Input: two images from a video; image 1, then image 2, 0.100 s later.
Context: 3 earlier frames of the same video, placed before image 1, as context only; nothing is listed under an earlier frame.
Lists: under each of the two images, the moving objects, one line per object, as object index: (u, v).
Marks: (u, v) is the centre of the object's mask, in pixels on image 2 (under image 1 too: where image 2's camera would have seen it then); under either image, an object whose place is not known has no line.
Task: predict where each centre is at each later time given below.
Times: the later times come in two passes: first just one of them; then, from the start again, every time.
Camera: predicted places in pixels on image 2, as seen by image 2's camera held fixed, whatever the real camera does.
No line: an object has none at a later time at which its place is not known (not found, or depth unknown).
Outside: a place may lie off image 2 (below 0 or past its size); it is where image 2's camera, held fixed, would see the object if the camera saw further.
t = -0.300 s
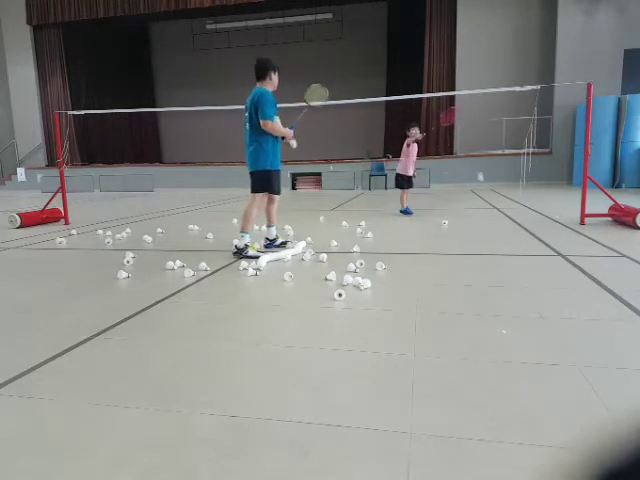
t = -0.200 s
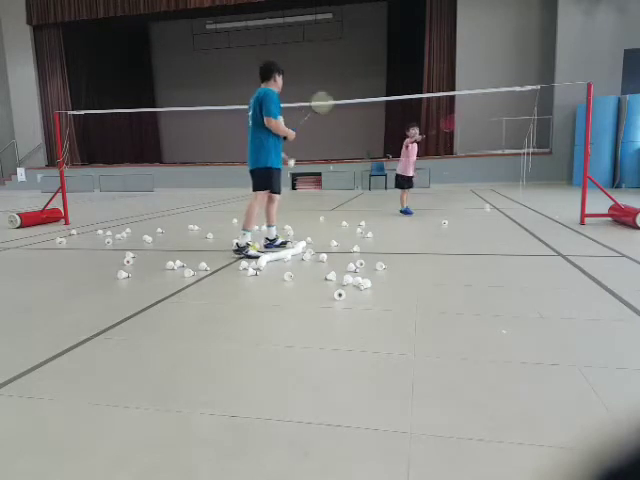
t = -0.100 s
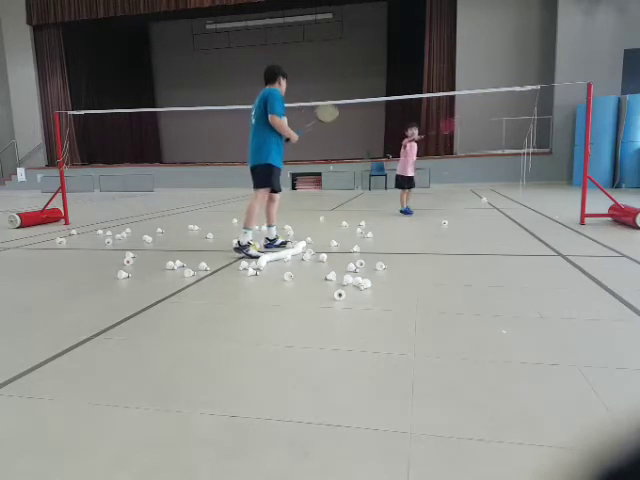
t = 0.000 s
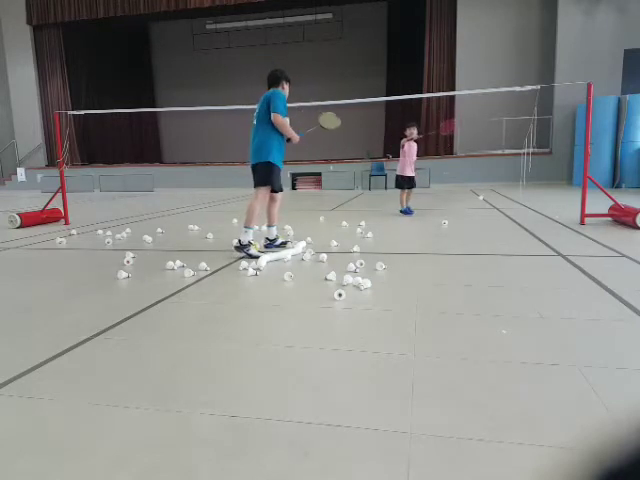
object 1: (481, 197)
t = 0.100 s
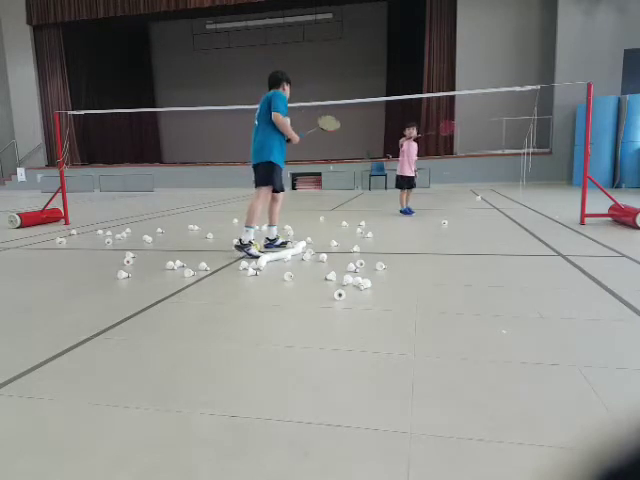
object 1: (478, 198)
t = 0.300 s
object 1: (469, 209)
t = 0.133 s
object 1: (477, 199)
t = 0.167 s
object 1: (476, 201)
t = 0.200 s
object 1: (475, 202)
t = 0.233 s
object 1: (470, 208)
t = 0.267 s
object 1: (470, 209)
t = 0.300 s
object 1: (469, 209)
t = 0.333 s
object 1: (468, 208)
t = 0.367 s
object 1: (467, 207)
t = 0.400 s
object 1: (466, 209)
